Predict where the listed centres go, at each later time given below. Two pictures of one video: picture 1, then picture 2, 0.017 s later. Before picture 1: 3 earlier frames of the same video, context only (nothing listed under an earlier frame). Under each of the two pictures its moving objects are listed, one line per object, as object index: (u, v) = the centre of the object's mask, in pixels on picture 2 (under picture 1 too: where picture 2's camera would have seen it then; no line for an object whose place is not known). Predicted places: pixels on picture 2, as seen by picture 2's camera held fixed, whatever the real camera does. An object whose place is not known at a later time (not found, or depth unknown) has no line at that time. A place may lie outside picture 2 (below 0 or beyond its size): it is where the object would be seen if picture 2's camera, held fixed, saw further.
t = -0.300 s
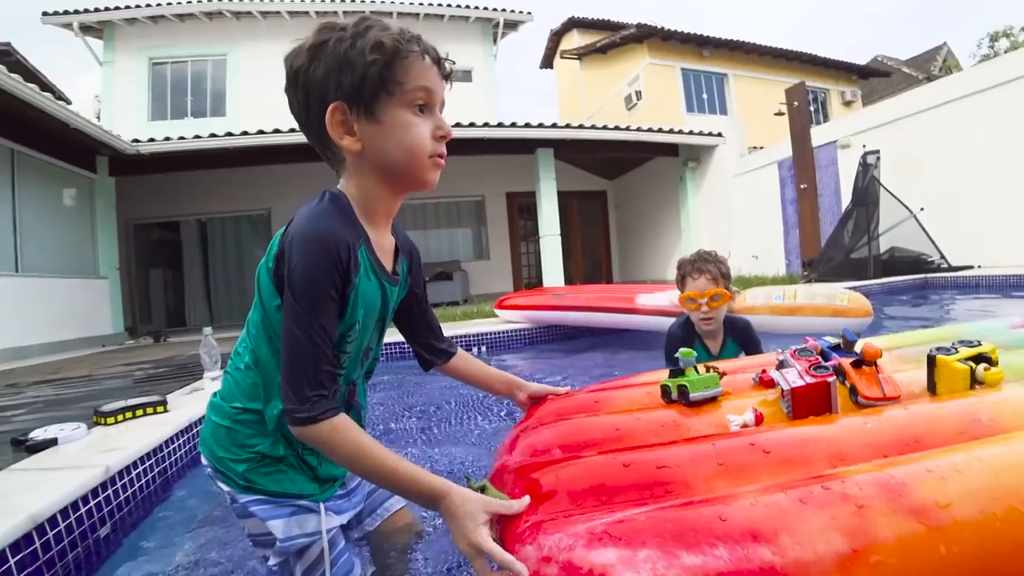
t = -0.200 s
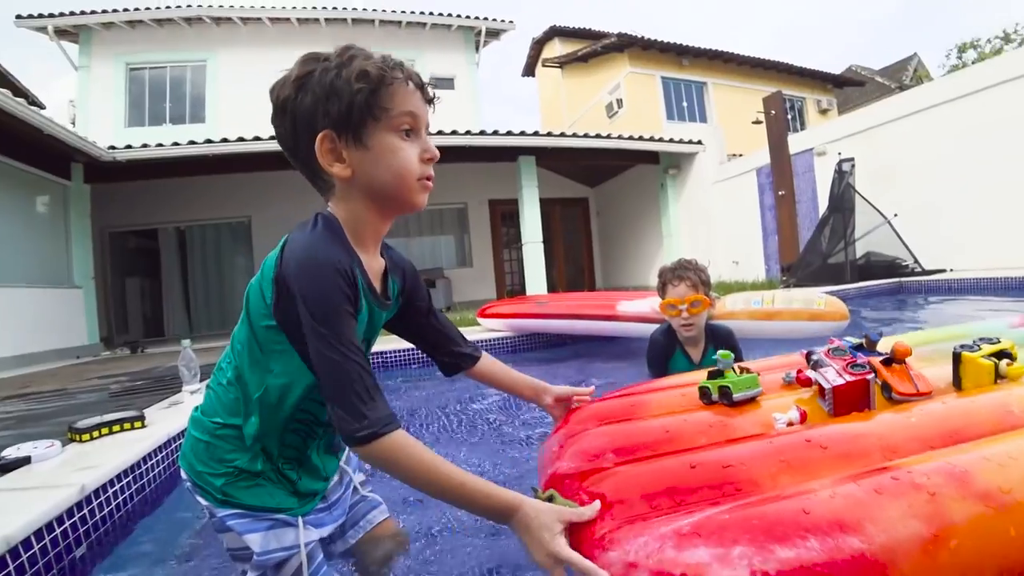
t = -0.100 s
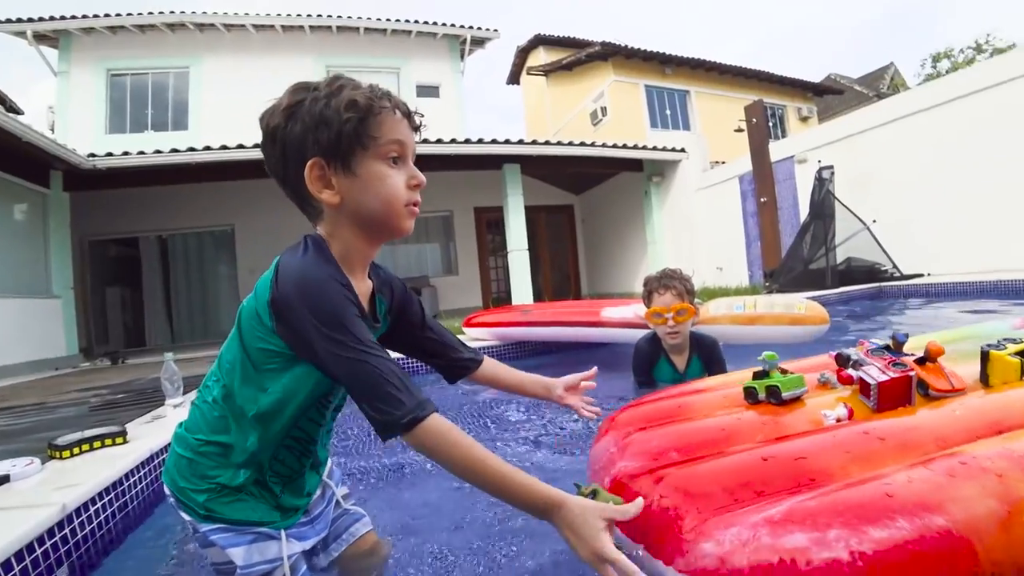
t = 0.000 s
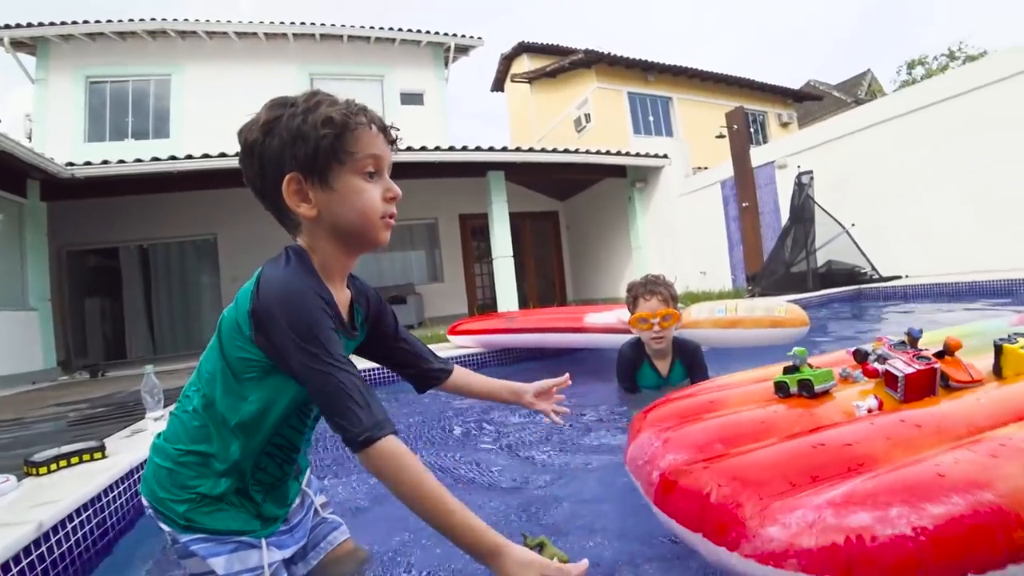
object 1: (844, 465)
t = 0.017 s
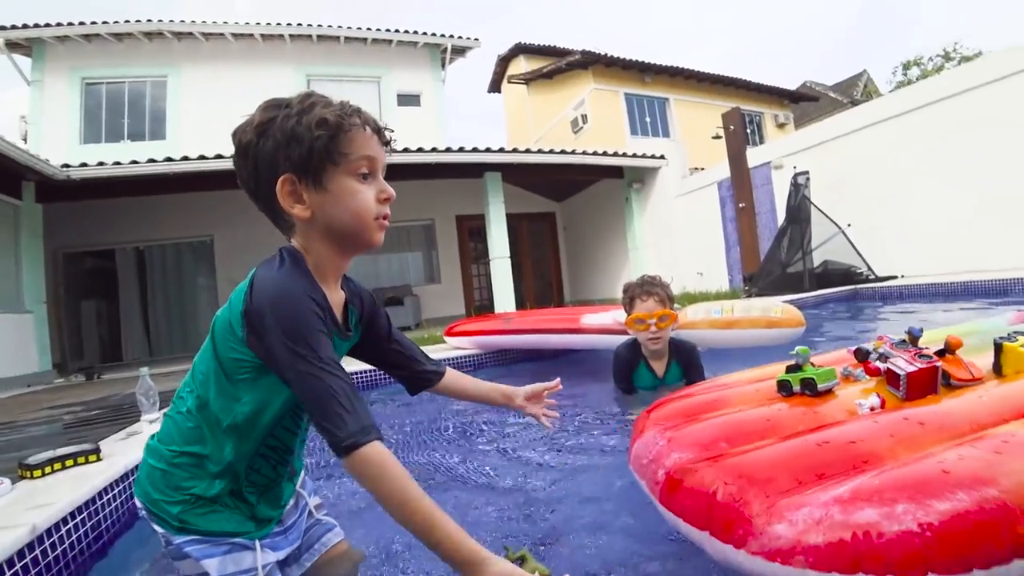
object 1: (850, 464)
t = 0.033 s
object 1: (856, 463)
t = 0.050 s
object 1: (861, 462)
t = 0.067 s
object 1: (870, 459)
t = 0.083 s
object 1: (875, 460)
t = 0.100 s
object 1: (884, 458)
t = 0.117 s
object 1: (896, 455)
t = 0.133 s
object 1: (908, 451)
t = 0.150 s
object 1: (919, 449)
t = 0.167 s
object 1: (927, 447)
